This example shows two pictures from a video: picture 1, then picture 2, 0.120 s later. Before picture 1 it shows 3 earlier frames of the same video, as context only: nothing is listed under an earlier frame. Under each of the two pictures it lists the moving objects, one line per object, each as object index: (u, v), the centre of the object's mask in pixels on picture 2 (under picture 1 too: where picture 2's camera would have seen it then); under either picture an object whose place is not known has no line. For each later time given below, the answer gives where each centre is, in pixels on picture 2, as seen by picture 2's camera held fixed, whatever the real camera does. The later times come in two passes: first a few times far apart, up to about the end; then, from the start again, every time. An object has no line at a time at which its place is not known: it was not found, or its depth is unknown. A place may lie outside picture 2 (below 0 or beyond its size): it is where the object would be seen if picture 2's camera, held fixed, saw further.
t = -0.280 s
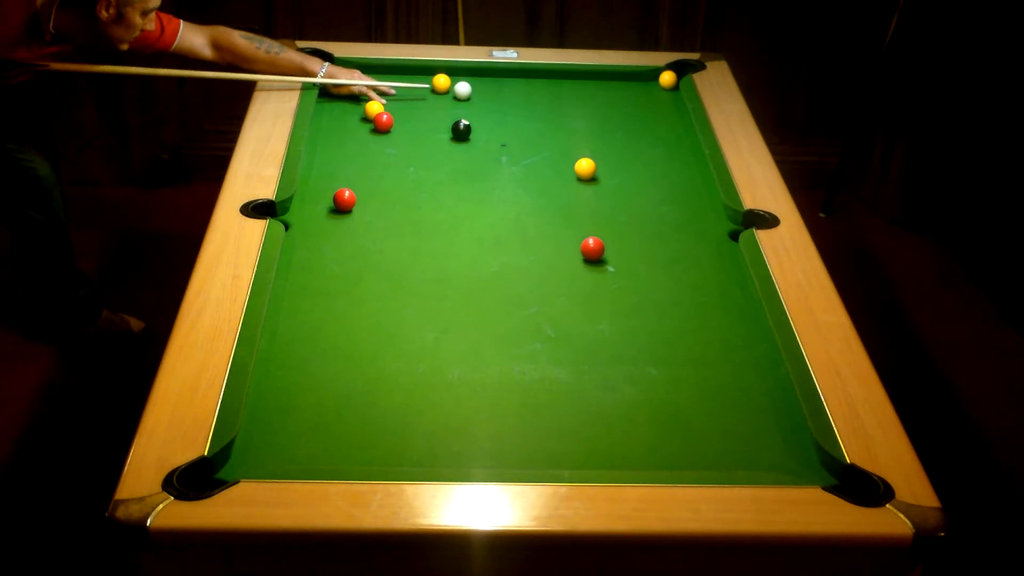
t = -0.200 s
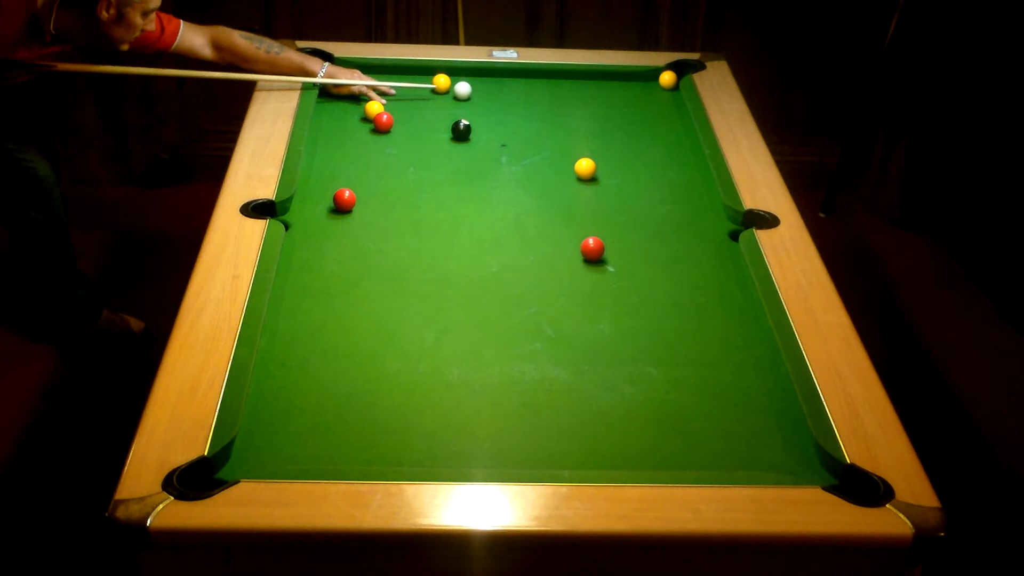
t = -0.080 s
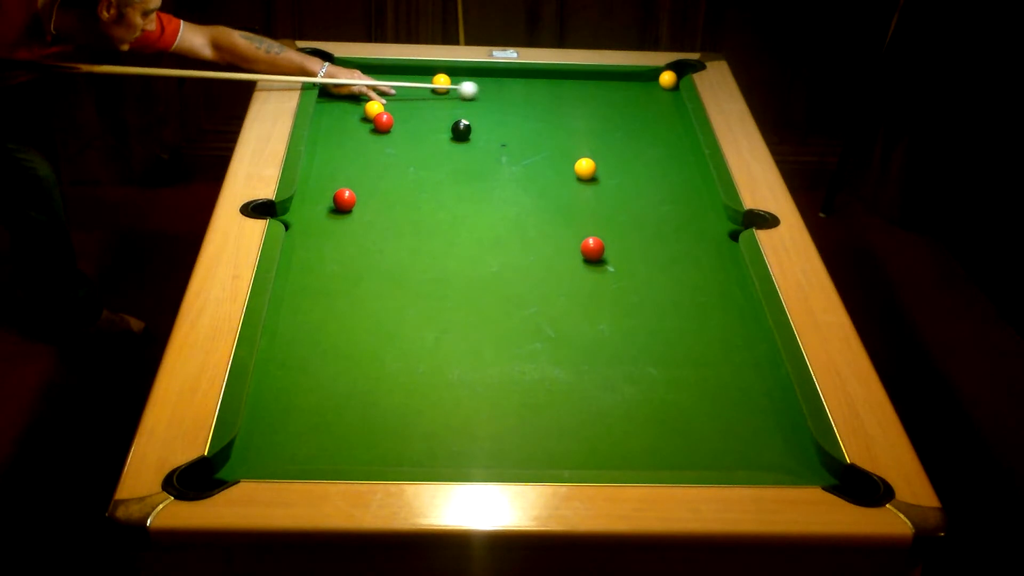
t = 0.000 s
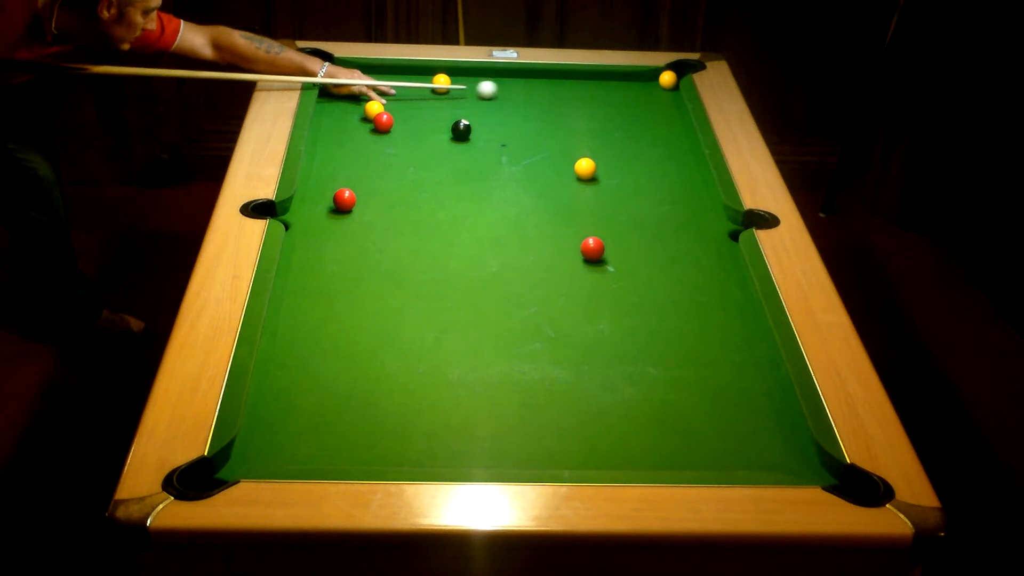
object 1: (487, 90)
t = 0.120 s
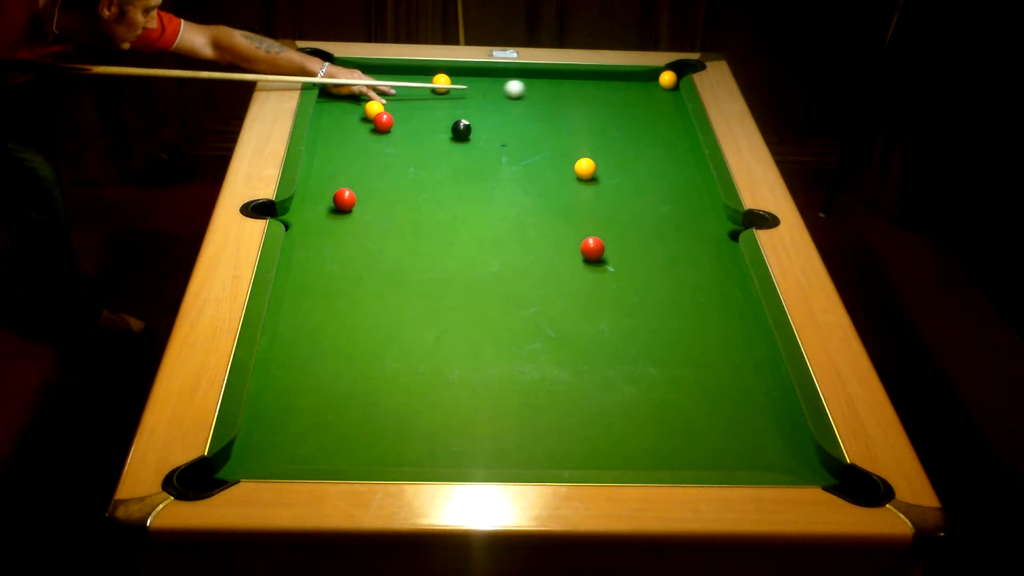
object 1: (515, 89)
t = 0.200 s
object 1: (532, 88)
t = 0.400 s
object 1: (576, 87)
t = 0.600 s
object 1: (617, 86)
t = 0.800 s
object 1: (655, 85)
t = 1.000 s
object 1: (663, 88)
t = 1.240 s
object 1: (645, 90)
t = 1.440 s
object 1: (630, 91)
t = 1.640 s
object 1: (617, 92)
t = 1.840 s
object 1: (606, 93)
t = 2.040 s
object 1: (596, 94)
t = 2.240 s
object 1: (588, 95)
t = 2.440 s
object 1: (581, 96)
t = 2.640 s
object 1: (575, 96)
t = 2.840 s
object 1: (572, 97)
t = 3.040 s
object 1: (569, 97)
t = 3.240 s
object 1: (568, 97)
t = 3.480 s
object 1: (568, 97)
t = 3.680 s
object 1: (568, 97)
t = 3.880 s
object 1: (567, 97)
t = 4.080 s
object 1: (567, 97)
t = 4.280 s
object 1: (567, 97)
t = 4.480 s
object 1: (567, 97)
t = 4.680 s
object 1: (568, 97)
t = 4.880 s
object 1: (568, 97)
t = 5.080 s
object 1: (568, 97)
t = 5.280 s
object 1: (568, 97)
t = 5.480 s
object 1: (568, 97)
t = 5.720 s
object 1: (568, 97)
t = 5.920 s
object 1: (568, 97)
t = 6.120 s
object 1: (567, 97)
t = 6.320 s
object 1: (568, 97)
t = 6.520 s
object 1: (568, 97)
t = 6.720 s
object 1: (568, 97)
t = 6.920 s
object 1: (568, 97)
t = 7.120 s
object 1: (568, 97)
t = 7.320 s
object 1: (568, 97)
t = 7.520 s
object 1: (568, 97)
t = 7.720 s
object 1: (568, 97)
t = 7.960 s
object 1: (568, 97)
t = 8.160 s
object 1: (568, 97)
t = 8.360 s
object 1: (568, 97)
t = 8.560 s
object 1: (568, 97)
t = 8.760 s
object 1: (567, 97)
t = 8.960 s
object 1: (567, 97)
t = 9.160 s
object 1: (567, 97)
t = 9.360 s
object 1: (567, 97)
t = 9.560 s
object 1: (568, 97)
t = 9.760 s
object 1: (568, 97)
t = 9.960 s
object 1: (567, 97)
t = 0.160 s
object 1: (523, 88)
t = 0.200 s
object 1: (532, 88)
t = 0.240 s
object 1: (541, 88)
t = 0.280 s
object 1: (550, 88)
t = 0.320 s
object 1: (559, 87)
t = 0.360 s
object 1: (567, 87)
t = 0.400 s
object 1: (576, 87)
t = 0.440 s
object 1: (584, 87)
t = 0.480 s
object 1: (593, 87)
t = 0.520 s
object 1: (601, 86)
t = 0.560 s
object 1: (609, 86)
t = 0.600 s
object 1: (617, 86)
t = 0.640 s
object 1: (625, 86)
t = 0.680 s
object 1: (633, 86)
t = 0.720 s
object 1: (641, 86)
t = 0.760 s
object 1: (648, 85)
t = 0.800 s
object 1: (655, 85)
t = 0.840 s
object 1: (661, 86)
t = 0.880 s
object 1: (667, 87)
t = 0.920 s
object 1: (669, 88)
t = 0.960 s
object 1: (666, 88)
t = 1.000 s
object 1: (663, 88)
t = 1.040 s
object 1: (660, 88)
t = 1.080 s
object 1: (657, 89)
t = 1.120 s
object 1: (654, 89)
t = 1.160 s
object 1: (651, 89)
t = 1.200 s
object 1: (647, 89)
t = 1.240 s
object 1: (645, 90)
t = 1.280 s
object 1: (641, 90)
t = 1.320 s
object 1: (639, 90)
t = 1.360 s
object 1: (636, 91)
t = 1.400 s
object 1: (633, 91)
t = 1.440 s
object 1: (630, 91)
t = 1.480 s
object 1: (627, 91)
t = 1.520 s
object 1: (625, 91)
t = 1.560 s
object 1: (622, 91)
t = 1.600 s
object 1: (620, 92)
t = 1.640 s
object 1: (617, 92)
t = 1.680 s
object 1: (615, 92)
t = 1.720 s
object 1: (613, 92)
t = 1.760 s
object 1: (610, 93)
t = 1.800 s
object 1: (608, 93)
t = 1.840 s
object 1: (606, 93)
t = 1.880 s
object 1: (604, 93)
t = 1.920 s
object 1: (602, 93)
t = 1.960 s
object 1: (600, 93)
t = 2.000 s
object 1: (598, 94)
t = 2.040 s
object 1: (596, 94)
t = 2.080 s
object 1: (594, 94)
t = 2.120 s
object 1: (592, 94)
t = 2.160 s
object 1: (591, 94)
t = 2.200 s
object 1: (589, 95)
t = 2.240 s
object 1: (588, 95)
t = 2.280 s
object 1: (586, 95)
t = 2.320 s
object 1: (584, 95)
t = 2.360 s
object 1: (583, 95)
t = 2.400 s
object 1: (582, 95)
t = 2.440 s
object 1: (581, 96)
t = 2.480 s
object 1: (579, 96)
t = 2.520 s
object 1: (578, 96)
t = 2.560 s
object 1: (577, 96)
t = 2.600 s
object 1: (576, 96)
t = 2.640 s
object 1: (575, 96)
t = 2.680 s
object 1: (574, 96)
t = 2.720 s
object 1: (574, 96)
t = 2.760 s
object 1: (573, 97)
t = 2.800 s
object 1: (572, 97)
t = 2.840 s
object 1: (572, 97)
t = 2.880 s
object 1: (571, 97)
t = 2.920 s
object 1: (570, 97)
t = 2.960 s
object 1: (570, 97)
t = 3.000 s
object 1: (569, 97)
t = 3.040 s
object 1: (569, 97)
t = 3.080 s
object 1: (569, 97)
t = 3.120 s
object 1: (569, 97)
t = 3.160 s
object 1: (568, 97)
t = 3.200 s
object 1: (568, 97)
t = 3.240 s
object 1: (568, 97)
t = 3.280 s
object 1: (568, 97)
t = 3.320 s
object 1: (568, 97)
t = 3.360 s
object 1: (568, 97)
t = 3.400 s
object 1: (568, 97)
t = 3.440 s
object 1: (568, 97)
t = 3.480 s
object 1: (568, 97)
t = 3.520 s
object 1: (567, 97)
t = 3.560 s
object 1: (567, 97)
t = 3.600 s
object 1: (568, 97)
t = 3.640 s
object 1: (568, 97)
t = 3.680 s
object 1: (568, 97)
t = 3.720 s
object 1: (568, 97)
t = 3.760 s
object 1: (568, 97)
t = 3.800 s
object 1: (568, 97)
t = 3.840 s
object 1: (568, 97)
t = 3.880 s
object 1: (567, 97)
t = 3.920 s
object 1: (567, 97)
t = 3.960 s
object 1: (567, 97)
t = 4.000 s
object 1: (567, 97)
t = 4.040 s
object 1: (567, 97)
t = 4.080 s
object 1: (567, 97)
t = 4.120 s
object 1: (567, 97)
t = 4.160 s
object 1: (567, 97)
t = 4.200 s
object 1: (567, 97)
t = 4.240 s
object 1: (567, 97)
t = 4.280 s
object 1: (567, 97)
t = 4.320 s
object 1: (567, 97)
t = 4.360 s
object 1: (567, 97)
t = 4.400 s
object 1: (567, 97)
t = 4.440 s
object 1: (567, 97)
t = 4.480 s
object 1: (567, 97)
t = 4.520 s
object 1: (568, 97)
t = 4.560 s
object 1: (568, 97)
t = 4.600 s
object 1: (568, 97)
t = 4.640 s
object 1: (568, 97)
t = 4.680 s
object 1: (568, 97)
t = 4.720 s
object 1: (567, 97)
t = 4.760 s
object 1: (567, 97)
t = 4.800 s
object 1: (568, 97)
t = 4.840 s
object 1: (567, 97)
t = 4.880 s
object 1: (568, 97)
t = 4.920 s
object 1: (567, 97)
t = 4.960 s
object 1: (568, 97)
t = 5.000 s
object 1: (568, 97)
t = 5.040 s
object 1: (568, 97)
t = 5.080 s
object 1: (568, 97)
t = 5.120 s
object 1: (568, 97)
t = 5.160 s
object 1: (568, 97)
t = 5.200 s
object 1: (568, 97)
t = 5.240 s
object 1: (568, 97)
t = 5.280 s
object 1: (568, 97)
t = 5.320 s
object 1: (568, 97)
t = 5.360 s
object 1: (568, 97)
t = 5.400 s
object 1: (568, 97)
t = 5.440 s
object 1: (568, 97)
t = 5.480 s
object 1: (568, 97)
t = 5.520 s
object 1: (568, 97)
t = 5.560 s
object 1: (568, 97)
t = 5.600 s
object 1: (568, 97)
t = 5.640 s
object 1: (568, 97)
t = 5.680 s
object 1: (568, 97)
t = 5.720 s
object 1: (568, 97)
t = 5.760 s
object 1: (568, 97)
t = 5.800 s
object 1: (568, 97)
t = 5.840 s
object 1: (568, 97)
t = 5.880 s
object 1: (568, 97)
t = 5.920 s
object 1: (568, 97)
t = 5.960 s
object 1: (568, 97)
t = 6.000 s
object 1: (568, 97)
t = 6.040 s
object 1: (568, 97)
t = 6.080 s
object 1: (568, 97)
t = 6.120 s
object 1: (567, 97)
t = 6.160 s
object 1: (567, 97)
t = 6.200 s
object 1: (568, 97)
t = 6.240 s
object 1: (567, 97)
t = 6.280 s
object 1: (567, 97)
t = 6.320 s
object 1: (568, 97)
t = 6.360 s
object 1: (568, 97)
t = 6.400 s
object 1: (567, 97)
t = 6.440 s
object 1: (568, 97)
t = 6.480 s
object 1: (568, 97)
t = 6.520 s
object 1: (568, 97)
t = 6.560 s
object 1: (568, 97)
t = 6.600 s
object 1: (568, 97)
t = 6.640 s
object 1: (568, 97)
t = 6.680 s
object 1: (568, 97)
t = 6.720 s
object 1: (568, 97)
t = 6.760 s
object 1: (568, 97)
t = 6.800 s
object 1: (568, 97)
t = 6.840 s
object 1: (568, 97)
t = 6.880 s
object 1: (568, 97)
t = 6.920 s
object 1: (568, 97)
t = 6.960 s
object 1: (568, 97)
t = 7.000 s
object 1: (568, 97)
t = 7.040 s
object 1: (568, 97)
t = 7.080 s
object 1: (568, 97)
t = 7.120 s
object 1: (568, 97)
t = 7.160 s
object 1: (568, 97)
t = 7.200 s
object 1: (568, 97)
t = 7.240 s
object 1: (568, 97)
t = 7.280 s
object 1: (567, 97)
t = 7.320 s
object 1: (568, 97)
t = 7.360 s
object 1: (568, 97)
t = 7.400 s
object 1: (568, 97)
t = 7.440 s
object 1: (568, 97)
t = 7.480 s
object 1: (568, 97)
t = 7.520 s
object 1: (568, 97)
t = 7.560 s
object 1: (568, 97)
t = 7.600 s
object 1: (567, 97)
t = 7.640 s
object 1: (568, 97)
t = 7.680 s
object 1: (568, 97)
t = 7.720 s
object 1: (568, 97)
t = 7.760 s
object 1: (568, 97)
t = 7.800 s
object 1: (568, 97)
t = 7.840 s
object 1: (568, 97)
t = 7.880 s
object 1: (568, 97)
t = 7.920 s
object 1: (568, 97)
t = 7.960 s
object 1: (568, 97)
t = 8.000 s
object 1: (568, 97)
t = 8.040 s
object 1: (568, 97)
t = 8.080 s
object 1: (568, 97)
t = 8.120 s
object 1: (568, 97)
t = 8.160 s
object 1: (568, 97)
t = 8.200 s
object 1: (568, 97)
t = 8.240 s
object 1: (568, 97)
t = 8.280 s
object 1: (568, 97)
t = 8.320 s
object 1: (568, 97)
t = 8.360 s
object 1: (568, 97)
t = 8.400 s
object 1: (568, 97)
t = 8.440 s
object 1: (568, 97)
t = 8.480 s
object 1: (568, 97)
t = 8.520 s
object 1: (568, 97)
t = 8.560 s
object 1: (568, 97)
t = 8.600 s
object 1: (567, 97)
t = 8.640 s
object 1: (567, 97)
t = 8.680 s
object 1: (567, 97)
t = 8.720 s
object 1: (567, 97)
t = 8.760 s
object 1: (567, 97)
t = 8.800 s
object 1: (567, 97)
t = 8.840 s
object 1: (567, 97)
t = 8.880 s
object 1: (567, 97)
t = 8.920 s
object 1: (567, 97)
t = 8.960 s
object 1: (567, 97)
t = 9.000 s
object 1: (567, 97)
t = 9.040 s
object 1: (567, 97)
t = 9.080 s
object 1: (567, 97)
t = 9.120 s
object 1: (567, 97)
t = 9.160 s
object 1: (567, 97)
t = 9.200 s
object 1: (567, 97)
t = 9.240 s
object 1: (567, 97)
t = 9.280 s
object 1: (567, 97)
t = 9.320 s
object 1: (567, 97)
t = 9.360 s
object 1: (567, 97)
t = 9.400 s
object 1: (567, 97)
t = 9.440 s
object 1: (567, 97)
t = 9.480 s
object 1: (568, 97)
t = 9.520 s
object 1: (568, 97)
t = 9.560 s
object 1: (568, 97)
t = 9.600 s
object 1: (568, 97)
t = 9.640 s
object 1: (568, 97)
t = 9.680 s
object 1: (568, 97)
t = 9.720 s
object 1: (568, 97)
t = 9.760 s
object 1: (568, 97)
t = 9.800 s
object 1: (567, 97)
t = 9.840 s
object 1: (567, 97)
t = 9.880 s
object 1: (567, 97)
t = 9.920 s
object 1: (567, 97)
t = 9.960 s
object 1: (567, 97)
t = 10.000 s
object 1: (568, 97)
